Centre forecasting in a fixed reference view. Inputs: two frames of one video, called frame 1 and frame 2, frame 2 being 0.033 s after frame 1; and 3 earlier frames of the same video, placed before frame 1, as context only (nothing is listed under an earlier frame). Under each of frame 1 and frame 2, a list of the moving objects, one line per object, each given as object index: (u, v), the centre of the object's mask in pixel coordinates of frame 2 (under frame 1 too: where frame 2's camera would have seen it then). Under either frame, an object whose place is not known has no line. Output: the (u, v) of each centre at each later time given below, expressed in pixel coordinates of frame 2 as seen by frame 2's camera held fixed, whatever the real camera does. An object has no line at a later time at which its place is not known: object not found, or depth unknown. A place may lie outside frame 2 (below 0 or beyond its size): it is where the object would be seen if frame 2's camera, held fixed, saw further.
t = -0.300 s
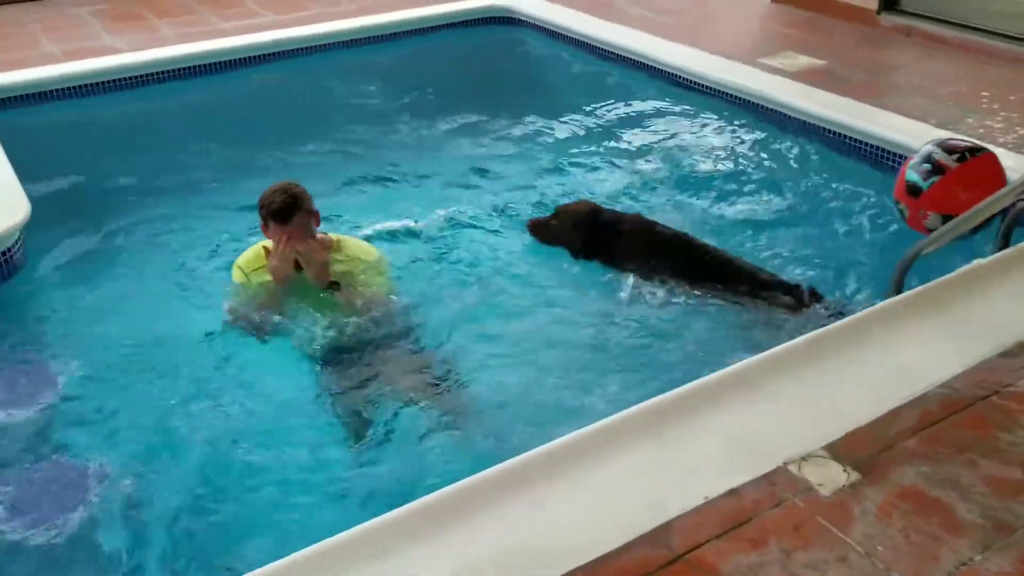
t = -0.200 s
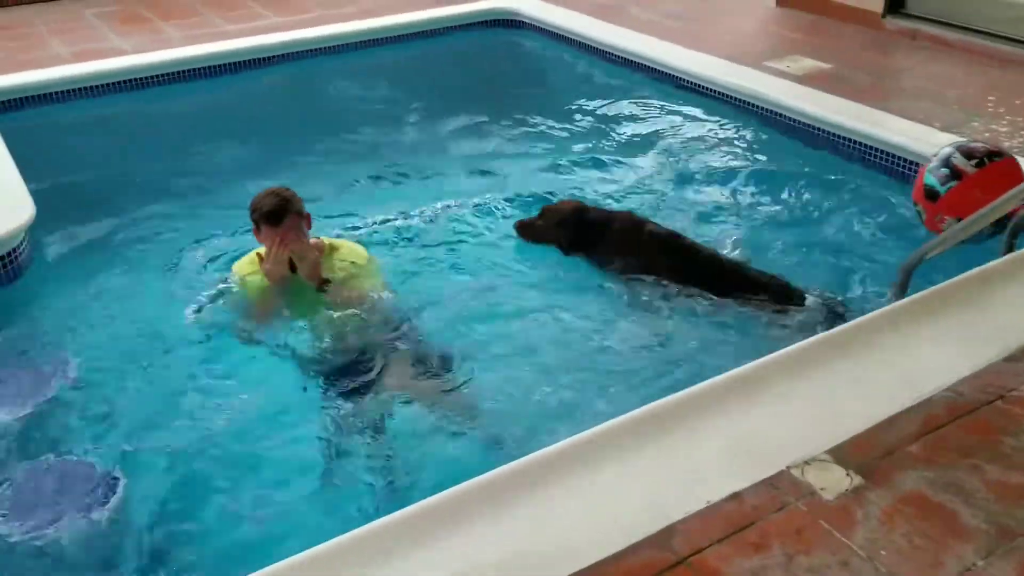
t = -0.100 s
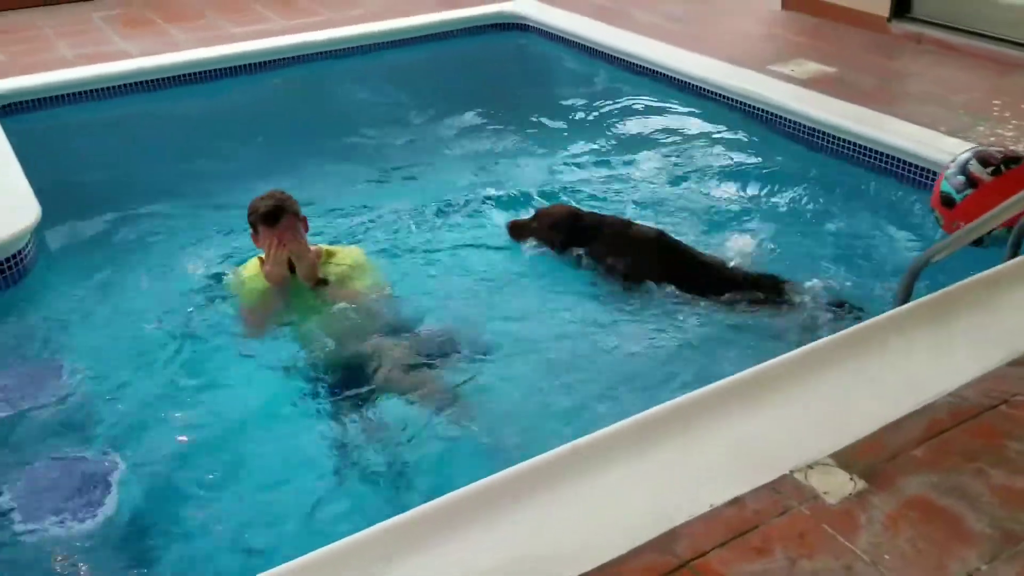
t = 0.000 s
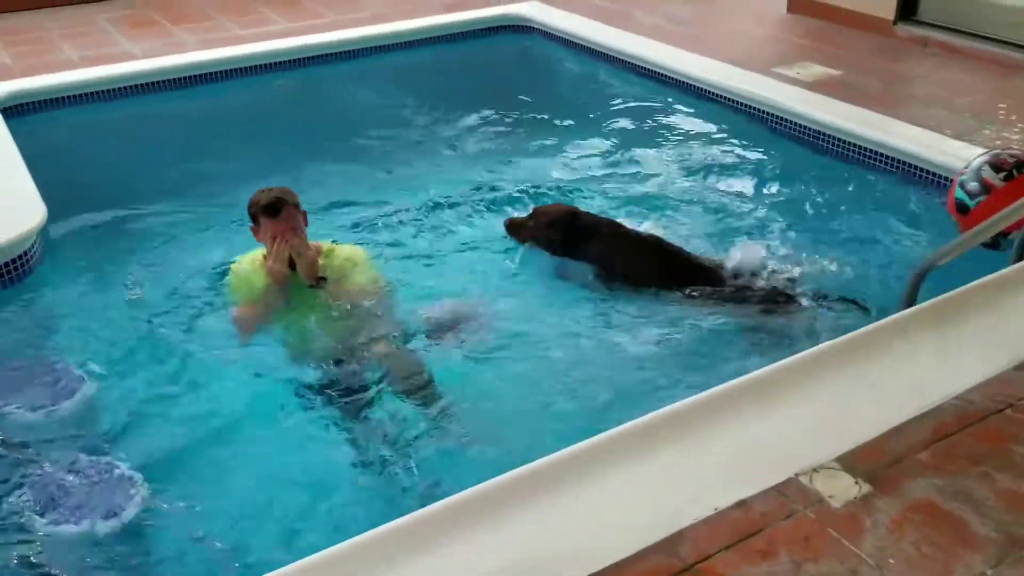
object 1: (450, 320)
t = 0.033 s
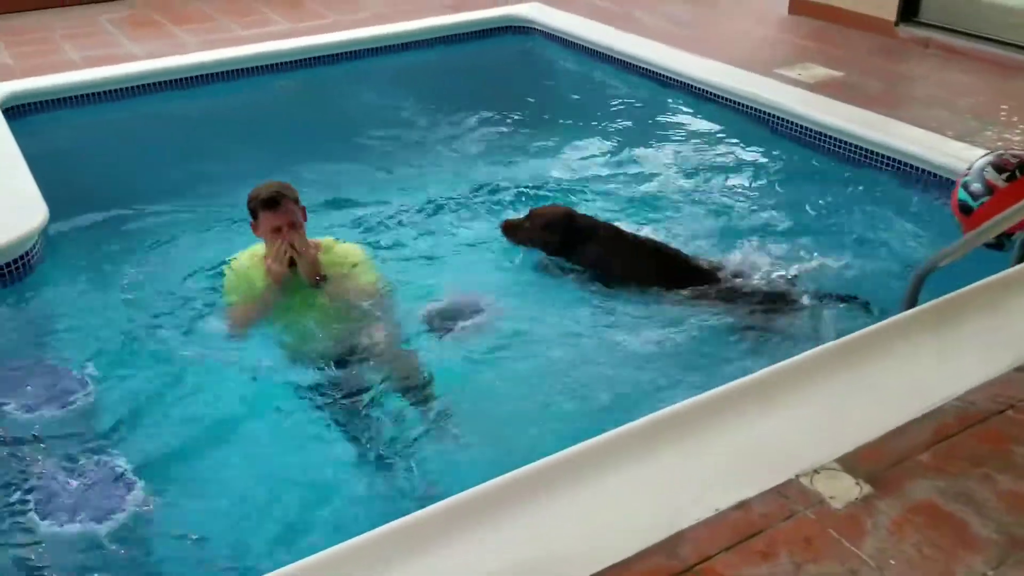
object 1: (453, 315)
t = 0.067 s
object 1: (458, 301)
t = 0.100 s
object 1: (456, 290)
